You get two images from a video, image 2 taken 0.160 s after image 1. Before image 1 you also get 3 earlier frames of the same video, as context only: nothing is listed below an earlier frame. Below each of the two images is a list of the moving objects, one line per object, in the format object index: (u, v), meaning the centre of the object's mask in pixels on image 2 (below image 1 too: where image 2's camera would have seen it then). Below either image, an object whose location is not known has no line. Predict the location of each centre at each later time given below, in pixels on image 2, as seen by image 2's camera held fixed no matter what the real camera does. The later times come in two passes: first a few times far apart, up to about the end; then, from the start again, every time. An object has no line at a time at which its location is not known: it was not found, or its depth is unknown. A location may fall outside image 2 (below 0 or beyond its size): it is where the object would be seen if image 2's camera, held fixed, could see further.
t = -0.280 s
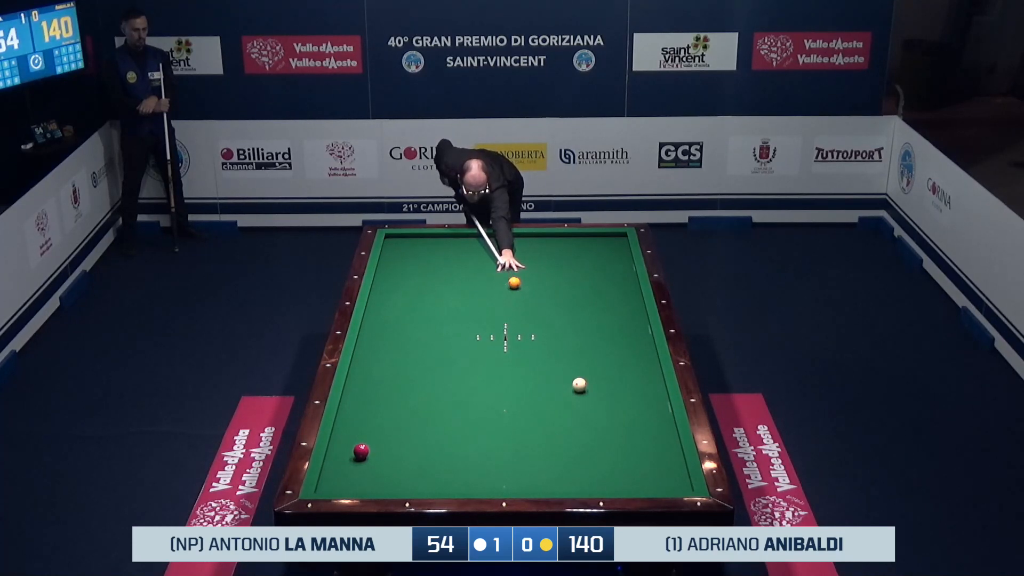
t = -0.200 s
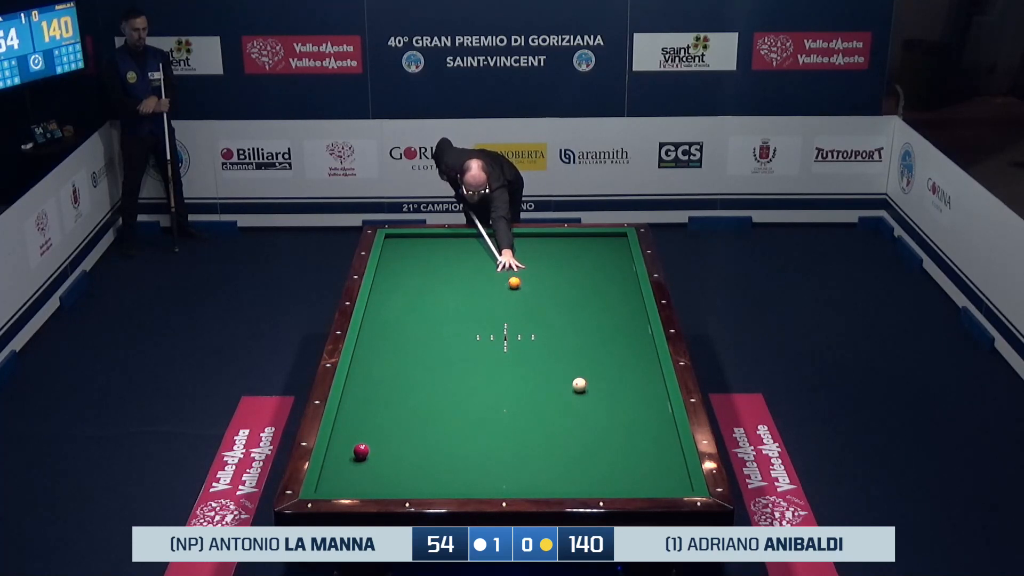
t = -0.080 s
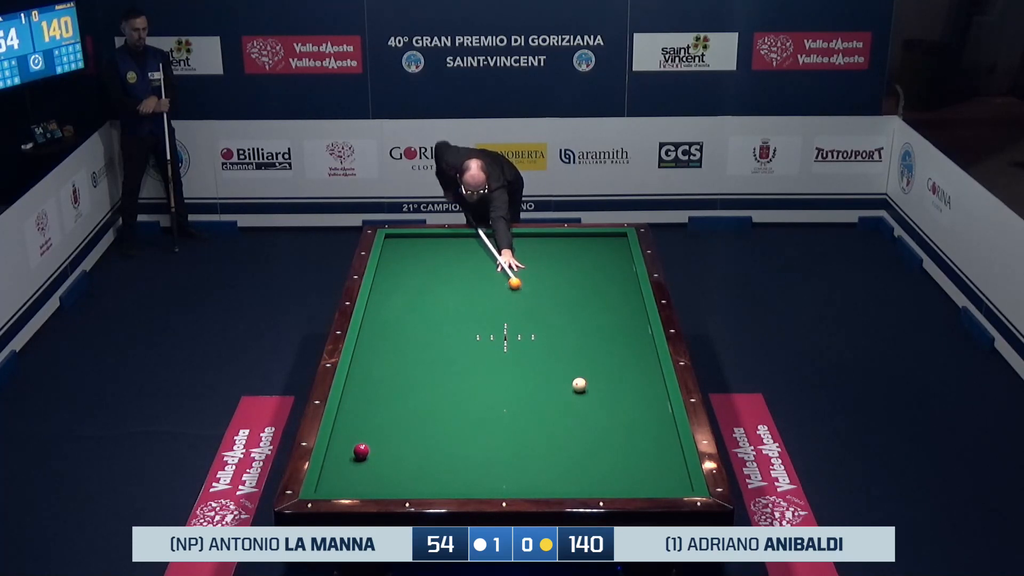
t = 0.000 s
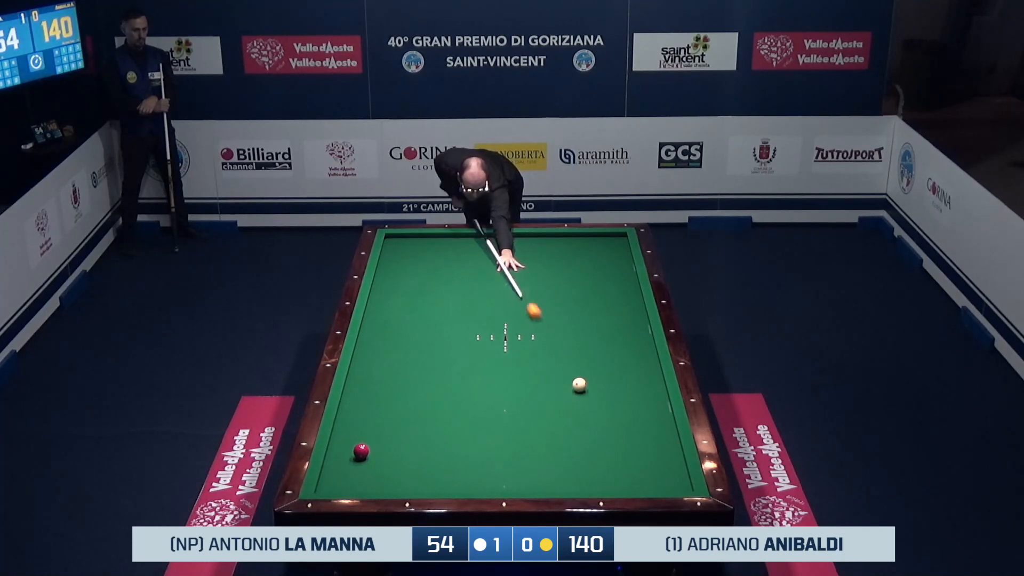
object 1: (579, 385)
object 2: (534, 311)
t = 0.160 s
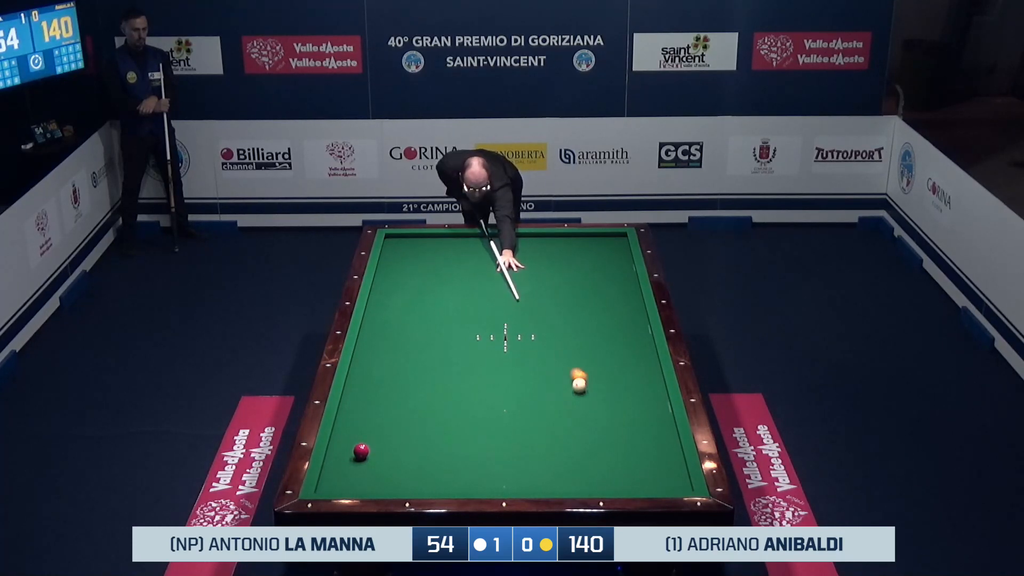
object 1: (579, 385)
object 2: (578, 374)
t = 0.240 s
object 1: (578, 419)
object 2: (605, 380)
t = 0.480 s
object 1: (563, 447)
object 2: (648, 387)
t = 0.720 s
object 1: (544, 374)
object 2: (604, 390)
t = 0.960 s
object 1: (529, 323)
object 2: (570, 395)
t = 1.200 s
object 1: (518, 282)
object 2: (536, 399)
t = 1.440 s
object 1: (507, 247)
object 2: (503, 403)
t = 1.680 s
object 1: (502, 250)
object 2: (469, 407)
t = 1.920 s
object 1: (499, 273)
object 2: (436, 412)
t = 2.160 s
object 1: (495, 296)
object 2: (403, 416)
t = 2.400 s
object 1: (492, 319)
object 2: (370, 420)
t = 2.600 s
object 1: (488, 341)
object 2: (344, 423)
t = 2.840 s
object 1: (483, 368)
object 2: (356, 430)
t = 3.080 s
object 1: (478, 398)
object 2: (371, 437)
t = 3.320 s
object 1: (472, 431)
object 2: (386, 444)
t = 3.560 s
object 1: (466, 467)
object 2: (401, 450)
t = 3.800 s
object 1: (463, 479)
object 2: (415, 457)
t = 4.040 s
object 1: (463, 455)
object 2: (430, 464)
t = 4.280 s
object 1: (464, 435)
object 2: (444, 470)
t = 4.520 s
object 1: (464, 416)
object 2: (458, 476)
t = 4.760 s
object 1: (464, 399)
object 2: (472, 482)
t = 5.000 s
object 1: (464, 382)
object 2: (486, 486)
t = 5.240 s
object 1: (464, 367)
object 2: (497, 486)
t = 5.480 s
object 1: (464, 353)
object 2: (507, 484)
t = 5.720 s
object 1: (464, 340)
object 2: (517, 482)
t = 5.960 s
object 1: (464, 327)
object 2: (527, 480)
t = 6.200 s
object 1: (464, 316)
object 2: (535, 477)
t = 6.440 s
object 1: (464, 305)
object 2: (543, 474)
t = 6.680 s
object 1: (464, 295)
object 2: (550, 472)
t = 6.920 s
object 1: (464, 285)
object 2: (557, 470)
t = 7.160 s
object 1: (464, 276)
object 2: (563, 468)
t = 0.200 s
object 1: (578, 400)
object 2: (592, 378)
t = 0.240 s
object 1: (578, 419)
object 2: (605, 380)
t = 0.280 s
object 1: (577, 439)
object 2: (617, 381)
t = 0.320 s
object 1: (576, 460)
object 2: (630, 383)
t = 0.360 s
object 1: (575, 481)
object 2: (642, 384)
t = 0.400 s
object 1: (572, 478)
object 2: (654, 386)
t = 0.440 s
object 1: (567, 462)
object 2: (657, 387)
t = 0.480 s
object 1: (563, 447)
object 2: (648, 387)
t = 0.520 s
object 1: (560, 433)
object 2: (639, 388)
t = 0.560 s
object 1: (556, 419)
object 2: (631, 388)
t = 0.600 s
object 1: (553, 406)
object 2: (623, 388)
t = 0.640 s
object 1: (550, 395)
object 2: (616, 389)
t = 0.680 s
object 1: (547, 384)
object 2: (609, 389)
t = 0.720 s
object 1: (544, 374)
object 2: (604, 390)
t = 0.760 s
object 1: (541, 364)
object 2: (598, 391)
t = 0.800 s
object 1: (539, 355)
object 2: (592, 392)
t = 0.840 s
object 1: (536, 346)
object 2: (587, 393)
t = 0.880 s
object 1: (534, 338)
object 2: (581, 393)
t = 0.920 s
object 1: (531, 330)
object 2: (576, 394)
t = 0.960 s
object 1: (529, 323)
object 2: (570, 395)
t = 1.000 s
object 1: (527, 316)
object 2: (564, 395)
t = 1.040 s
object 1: (525, 309)
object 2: (559, 396)
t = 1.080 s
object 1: (523, 302)
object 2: (553, 397)
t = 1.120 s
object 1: (521, 295)
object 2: (547, 397)
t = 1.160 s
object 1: (519, 288)
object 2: (542, 398)
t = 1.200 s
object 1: (518, 282)
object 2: (536, 399)
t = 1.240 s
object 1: (516, 276)
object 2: (531, 399)
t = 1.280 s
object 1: (514, 270)
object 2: (525, 400)
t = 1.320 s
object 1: (513, 264)
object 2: (519, 401)
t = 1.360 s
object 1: (511, 258)
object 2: (514, 402)
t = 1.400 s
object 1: (509, 252)
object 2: (508, 403)
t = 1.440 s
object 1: (507, 247)
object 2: (503, 403)
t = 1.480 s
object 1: (506, 242)
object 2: (497, 404)
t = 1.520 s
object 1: (504, 236)
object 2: (491, 405)
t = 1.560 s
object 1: (503, 237)
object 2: (486, 406)
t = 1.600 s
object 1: (503, 241)
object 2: (480, 406)
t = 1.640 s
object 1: (503, 246)
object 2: (475, 407)
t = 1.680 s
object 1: (502, 250)
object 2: (469, 407)
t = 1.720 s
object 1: (502, 254)
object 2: (464, 408)
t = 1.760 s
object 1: (501, 258)
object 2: (458, 409)
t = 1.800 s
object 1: (501, 262)
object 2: (453, 410)
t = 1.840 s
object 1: (500, 266)
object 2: (447, 410)
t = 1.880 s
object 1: (500, 270)
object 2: (442, 411)
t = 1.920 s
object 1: (499, 273)
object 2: (436, 412)
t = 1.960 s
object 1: (499, 277)
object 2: (431, 412)
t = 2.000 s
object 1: (498, 281)
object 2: (425, 413)
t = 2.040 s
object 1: (498, 284)
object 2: (420, 413)
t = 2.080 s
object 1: (497, 288)
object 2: (414, 414)
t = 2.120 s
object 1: (496, 292)
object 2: (409, 415)
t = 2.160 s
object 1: (495, 296)
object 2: (403, 416)
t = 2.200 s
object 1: (495, 299)
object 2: (398, 417)
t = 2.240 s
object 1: (494, 303)
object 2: (392, 417)
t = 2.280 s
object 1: (494, 307)
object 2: (387, 418)
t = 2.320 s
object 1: (493, 311)
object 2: (381, 419)
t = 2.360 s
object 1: (492, 315)
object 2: (376, 419)
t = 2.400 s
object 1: (492, 319)
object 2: (370, 420)
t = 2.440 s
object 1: (491, 323)
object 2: (365, 421)
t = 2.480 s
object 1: (490, 328)
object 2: (359, 422)
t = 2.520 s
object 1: (489, 332)
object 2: (354, 422)
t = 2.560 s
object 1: (489, 336)
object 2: (349, 423)
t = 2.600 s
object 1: (488, 341)
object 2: (344, 423)
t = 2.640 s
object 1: (487, 345)
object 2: (342, 424)
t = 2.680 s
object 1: (487, 349)
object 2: (345, 426)
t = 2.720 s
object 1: (486, 354)
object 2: (348, 427)
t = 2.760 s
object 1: (485, 359)
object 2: (351, 428)
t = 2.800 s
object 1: (484, 363)
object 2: (353, 429)
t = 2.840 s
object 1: (483, 368)
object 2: (356, 430)
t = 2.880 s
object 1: (483, 373)
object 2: (358, 431)
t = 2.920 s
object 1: (482, 377)
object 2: (361, 432)
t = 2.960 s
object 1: (481, 383)
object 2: (364, 434)
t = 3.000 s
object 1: (480, 388)
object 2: (366, 434)
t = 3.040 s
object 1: (479, 393)
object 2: (369, 436)
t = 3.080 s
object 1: (478, 398)
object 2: (371, 437)
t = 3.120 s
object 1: (477, 403)
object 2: (374, 438)
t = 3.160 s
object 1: (476, 409)
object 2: (376, 439)
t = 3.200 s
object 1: (475, 414)
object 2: (379, 440)
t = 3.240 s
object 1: (475, 419)
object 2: (381, 441)
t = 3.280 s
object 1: (474, 425)
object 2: (384, 442)
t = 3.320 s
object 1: (472, 431)
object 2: (386, 444)
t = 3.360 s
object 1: (472, 437)
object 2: (389, 445)
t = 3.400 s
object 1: (470, 442)
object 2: (391, 446)
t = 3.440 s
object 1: (469, 449)
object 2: (394, 447)
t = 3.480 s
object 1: (469, 454)
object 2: (396, 448)
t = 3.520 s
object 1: (467, 460)
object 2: (398, 449)
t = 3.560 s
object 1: (466, 467)
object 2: (401, 450)
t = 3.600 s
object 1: (465, 473)
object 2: (403, 451)
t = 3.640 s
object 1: (464, 480)
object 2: (406, 452)
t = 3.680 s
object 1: (463, 485)
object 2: (408, 454)
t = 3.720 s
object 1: (463, 486)
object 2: (410, 454)
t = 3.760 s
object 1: (463, 483)
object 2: (413, 455)
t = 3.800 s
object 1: (463, 479)
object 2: (415, 457)
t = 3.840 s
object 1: (463, 474)
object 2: (418, 458)
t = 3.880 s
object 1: (463, 470)
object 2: (420, 459)
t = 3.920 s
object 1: (463, 466)
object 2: (423, 460)
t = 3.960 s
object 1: (463, 463)
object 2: (425, 461)
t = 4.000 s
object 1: (463, 459)
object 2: (427, 463)
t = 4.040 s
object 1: (463, 455)
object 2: (430, 464)
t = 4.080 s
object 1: (463, 452)
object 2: (432, 465)
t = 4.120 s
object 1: (464, 448)
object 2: (435, 466)
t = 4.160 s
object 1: (464, 445)
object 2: (437, 467)
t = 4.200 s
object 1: (464, 442)
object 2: (439, 468)
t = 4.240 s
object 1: (464, 438)
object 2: (442, 469)
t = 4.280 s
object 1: (464, 435)
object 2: (444, 470)
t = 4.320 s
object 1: (464, 432)
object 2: (446, 471)
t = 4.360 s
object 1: (464, 429)
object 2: (449, 472)
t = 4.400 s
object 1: (464, 426)
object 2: (451, 473)
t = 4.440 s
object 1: (464, 422)
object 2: (453, 474)
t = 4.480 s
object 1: (464, 419)
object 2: (456, 475)
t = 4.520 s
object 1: (464, 416)
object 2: (458, 476)
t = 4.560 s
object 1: (464, 413)
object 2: (460, 478)
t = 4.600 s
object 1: (464, 410)
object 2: (463, 478)
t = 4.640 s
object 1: (464, 407)
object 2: (465, 479)
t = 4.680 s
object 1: (464, 405)
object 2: (467, 481)
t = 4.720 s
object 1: (464, 401)
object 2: (469, 481)
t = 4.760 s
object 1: (464, 399)
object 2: (472, 482)
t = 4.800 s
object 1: (464, 396)
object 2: (474, 483)
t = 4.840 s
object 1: (464, 393)
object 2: (476, 484)
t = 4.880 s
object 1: (464, 390)
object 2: (479, 484)
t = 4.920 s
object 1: (464, 388)
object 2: (481, 485)
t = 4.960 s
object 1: (464, 385)
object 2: (483, 485)
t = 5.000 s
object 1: (464, 382)
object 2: (486, 486)
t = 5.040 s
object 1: (464, 380)
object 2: (488, 487)
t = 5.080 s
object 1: (464, 377)
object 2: (490, 487)
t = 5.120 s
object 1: (464, 375)
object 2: (492, 487)
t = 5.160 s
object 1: (464, 372)
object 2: (494, 487)
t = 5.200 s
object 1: (464, 370)
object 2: (495, 486)
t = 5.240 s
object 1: (464, 367)
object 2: (497, 486)
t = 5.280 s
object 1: (464, 365)
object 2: (499, 486)
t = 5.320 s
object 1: (464, 362)
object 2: (501, 485)
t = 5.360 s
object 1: (464, 360)
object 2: (502, 485)
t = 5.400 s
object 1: (464, 358)
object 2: (504, 485)
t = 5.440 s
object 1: (464, 355)
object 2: (506, 484)
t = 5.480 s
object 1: (464, 353)
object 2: (507, 484)
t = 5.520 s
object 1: (464, 351)
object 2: (509, 484)
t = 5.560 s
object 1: (464, 348)
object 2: (511, 483)
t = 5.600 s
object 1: (464, 346)
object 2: (512, 483)
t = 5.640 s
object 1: (464, 344)
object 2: (514, 483)
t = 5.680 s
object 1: (464, 342)
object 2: (516, 483)
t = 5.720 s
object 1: (464, 340)
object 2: (517, 482)
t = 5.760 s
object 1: (464, 338)
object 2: (519, 482)
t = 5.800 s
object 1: (464, 336)
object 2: (520, 482)
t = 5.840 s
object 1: (464, 333)
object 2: (522, 481)
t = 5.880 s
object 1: (464, 331)
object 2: (523, 481)
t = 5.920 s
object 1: (464, 329)
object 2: (525, 480)
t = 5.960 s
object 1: (464, 327)
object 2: (527, 480)
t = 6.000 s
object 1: (465, 325)
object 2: (528, 479)
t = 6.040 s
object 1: (464, 323)
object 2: (529, 479)
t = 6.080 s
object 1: (464, 321)
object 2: (531, 478)
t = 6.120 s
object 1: (464, 320)
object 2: (532, 478)
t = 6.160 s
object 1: (464, 318)
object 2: (533, 477)
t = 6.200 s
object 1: (464, 316)
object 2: (535, 477)
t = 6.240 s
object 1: (464, 314)
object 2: (536, 476)
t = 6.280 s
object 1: (464, 312)
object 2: (538, 476)
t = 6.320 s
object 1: (464, 310)
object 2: (539, 476)
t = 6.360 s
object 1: (464, 308)
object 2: (540, 475)
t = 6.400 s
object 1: (464, 306)
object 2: (542, 475)
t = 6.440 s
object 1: (464, 305)
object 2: (543, 474)
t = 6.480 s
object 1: (464, 303)
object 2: (544, 474)
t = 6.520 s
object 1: (464, 301)
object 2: (545, 474)
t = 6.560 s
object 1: (464, 300)
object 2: (546, 473)
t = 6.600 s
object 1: (464, 298)
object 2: (548, 473)
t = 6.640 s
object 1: (464, 296)
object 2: (549, 472)
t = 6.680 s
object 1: (464, 295)
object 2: (550, 472)
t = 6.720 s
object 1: (464, 293)
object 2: (551, 472)
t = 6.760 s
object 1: (464, 291)
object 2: (552, 471)
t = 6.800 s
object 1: (464, 290)
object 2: (553, 471)
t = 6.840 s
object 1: (464, 288)
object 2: (555, 471)
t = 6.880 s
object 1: (464, 286)
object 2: (556, 470)
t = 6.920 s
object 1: (464, 285)
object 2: (557, 470)
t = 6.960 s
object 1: (464, 283)
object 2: (558, 470)
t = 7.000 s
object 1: (464, 282)
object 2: (559, 469)
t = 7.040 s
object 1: (464, 280)
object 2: (560, 469)
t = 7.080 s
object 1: (464, 279)
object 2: (561, 469)
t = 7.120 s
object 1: (464, 277)
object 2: (562, 468)
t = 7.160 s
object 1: (464, 276)
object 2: (563, 468)
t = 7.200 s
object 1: (464, 274)
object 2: (564, 468)
